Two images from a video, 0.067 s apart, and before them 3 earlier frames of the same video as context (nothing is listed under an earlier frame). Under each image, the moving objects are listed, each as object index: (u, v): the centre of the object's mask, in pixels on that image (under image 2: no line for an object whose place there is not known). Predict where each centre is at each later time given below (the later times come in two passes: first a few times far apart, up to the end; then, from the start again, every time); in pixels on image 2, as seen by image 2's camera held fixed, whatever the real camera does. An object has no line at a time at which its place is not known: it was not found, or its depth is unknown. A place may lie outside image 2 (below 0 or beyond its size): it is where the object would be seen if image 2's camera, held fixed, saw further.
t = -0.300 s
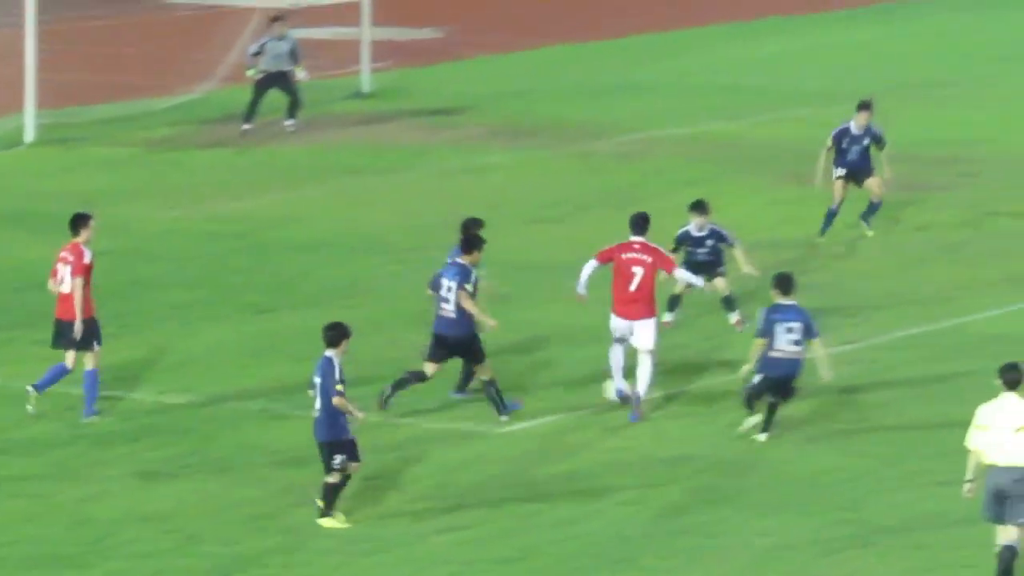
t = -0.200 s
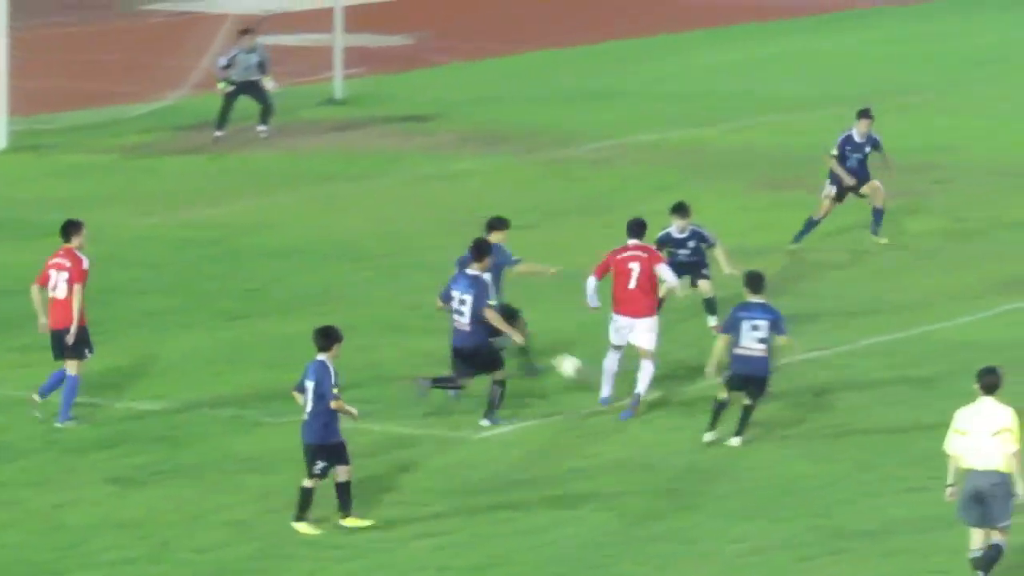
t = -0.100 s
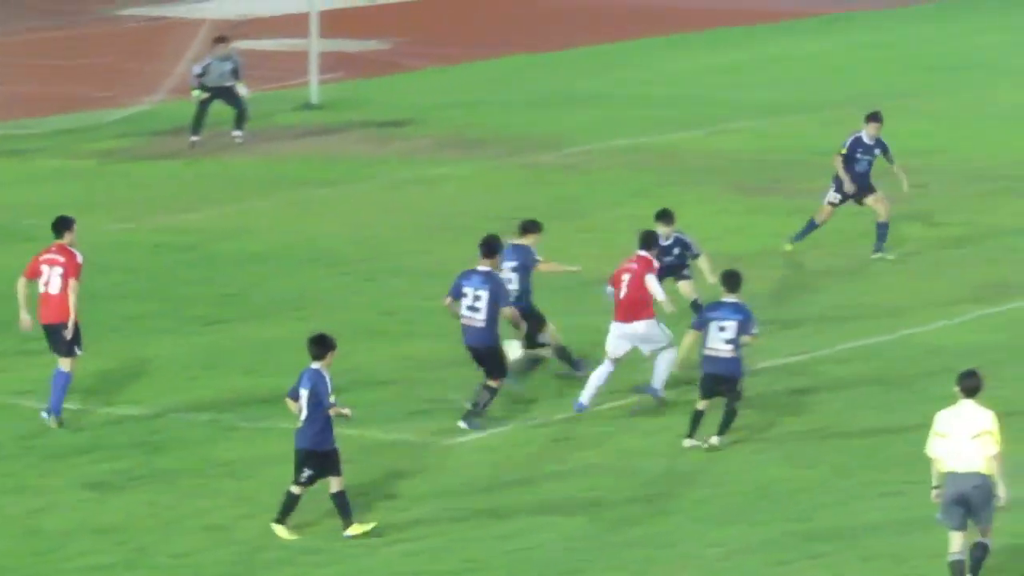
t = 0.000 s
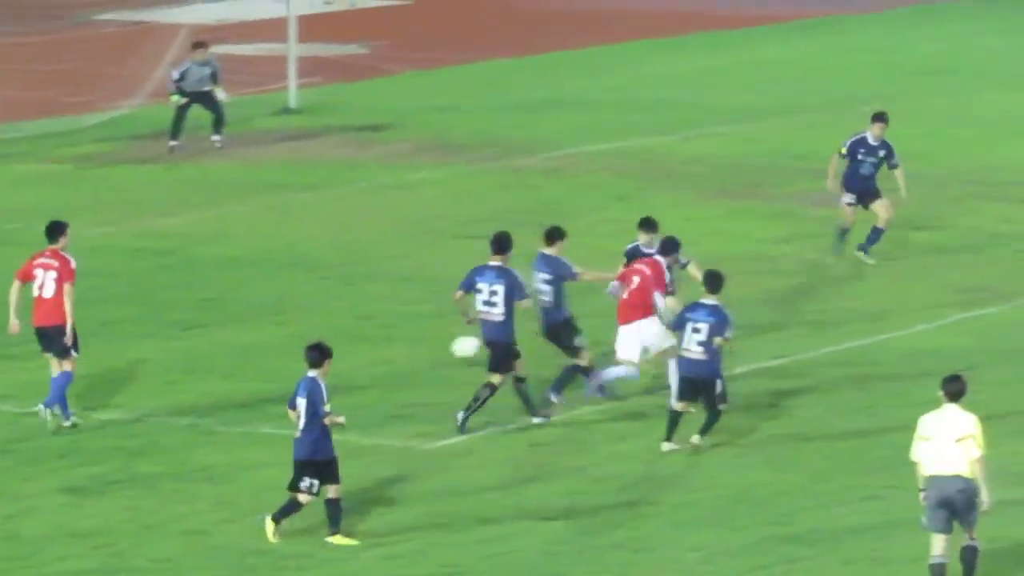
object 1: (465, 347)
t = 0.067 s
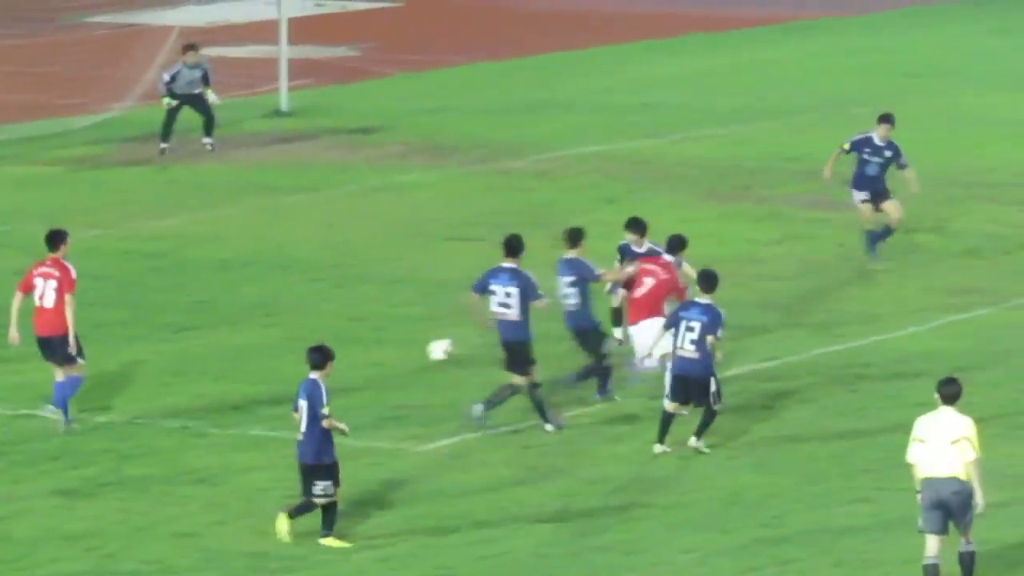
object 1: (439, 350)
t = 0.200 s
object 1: (415, 331)
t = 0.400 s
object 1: (381, 317)
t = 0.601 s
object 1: (363, 297)
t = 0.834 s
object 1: (349, 282)
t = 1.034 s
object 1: (337, 270)
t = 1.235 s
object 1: (329, 257)
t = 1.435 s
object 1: (320, 246)
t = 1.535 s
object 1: (316, 240)
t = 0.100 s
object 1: (430, 351)
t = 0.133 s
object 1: (424, 344)
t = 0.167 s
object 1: (420, 337)
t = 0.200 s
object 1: (415, 331)
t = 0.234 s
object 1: (409, 325)
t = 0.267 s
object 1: (404, 321)
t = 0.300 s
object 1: (398, 318)
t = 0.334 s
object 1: (393, 317)
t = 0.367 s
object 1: (387, 317)
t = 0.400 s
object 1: (381, 317)
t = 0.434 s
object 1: (376, 314)
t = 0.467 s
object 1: (374, 308)
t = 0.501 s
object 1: (372, 304)
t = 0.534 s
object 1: (370, 301)
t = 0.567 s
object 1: (367, 298)
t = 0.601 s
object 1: (363, 297)
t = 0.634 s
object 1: (360, 297)
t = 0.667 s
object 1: (356, 296)
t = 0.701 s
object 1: (354, 292)
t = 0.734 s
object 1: (353, 288)
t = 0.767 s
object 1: (351, 284)
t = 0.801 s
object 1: (351, 283)
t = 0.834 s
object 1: (349, 282)
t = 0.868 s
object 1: (347, 282)
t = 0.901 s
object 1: (345, 280)
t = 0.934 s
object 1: (343, 276)
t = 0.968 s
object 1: (341, 274)
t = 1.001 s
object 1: (339, 272)
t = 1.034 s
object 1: (337, 270)
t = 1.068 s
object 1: (335, 268)
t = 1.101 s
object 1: (334, 264)
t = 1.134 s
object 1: (334, 261)
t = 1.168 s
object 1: (332, 259)
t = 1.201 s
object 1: (331, 257)
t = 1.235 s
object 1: (329, 257)
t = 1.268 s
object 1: (327, 256)
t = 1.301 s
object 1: (326, 253)
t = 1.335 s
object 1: (324, 250)
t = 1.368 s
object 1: (323, 248)
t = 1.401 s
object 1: (322, 246)
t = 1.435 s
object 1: (320, 246)
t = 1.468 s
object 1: (318, 245)
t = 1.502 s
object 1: (317, 243)
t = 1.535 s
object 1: (316, 240)
